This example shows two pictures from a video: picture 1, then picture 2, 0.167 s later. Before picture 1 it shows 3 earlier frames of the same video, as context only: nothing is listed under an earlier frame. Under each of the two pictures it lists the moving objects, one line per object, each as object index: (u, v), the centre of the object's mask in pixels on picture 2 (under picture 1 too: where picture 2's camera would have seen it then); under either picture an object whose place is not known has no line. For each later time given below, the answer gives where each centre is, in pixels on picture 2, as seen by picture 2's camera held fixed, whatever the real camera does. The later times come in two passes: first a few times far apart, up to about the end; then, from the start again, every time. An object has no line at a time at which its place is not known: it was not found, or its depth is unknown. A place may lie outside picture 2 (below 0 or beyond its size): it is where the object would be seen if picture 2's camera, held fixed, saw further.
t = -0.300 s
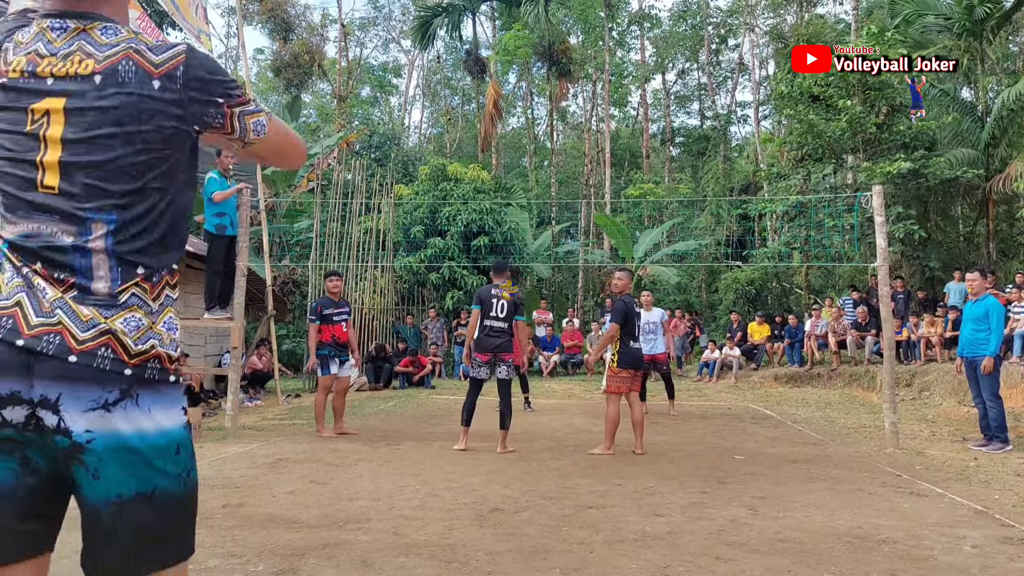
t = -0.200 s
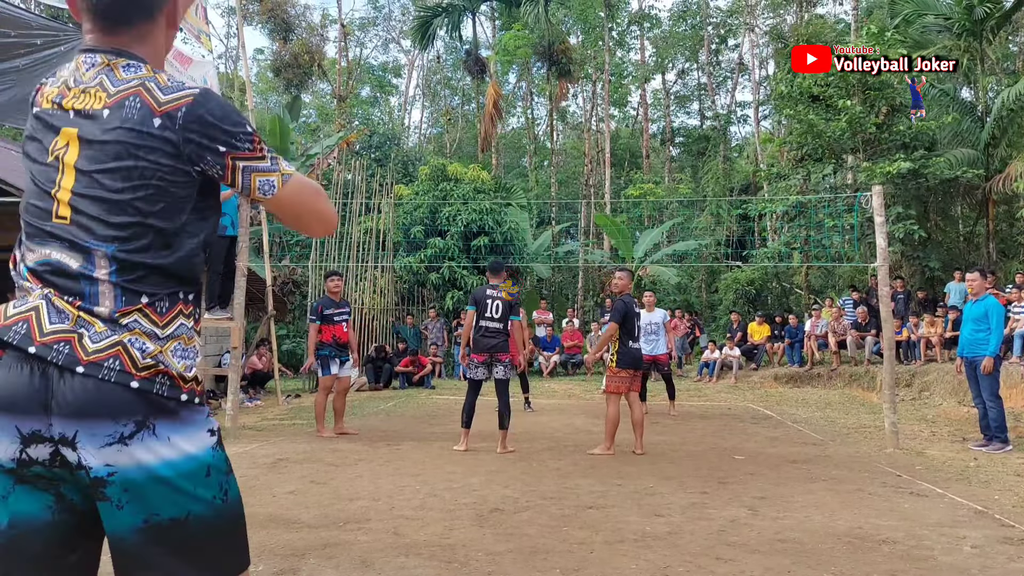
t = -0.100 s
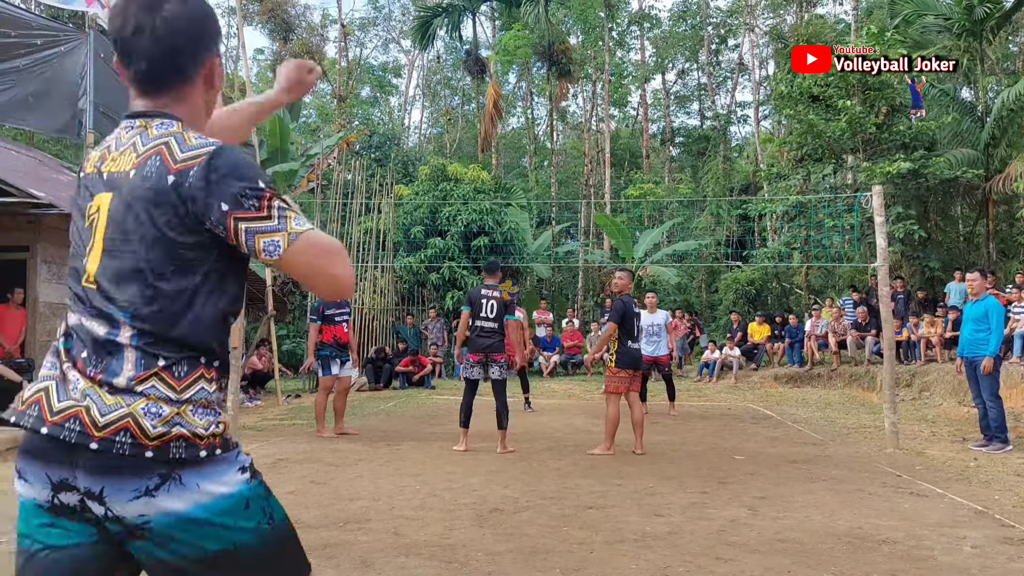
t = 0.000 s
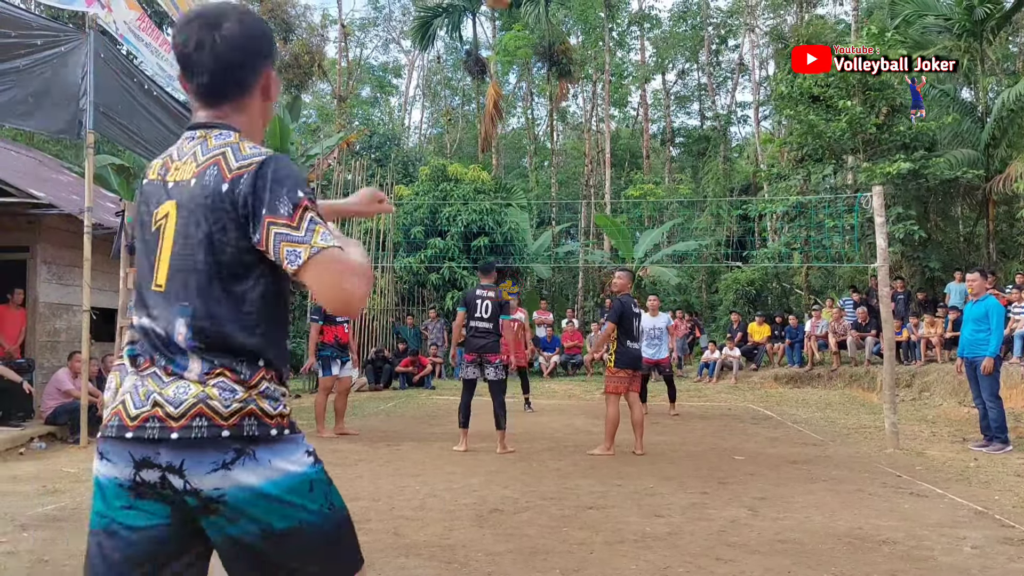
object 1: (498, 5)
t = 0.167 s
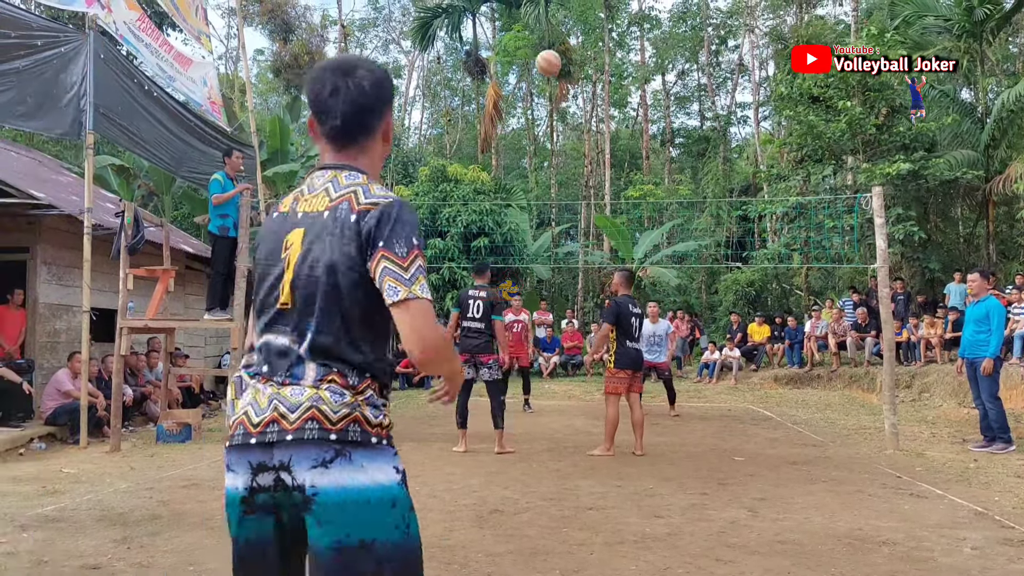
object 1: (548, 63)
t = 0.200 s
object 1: (555, 77)
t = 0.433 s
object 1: (588, 176)
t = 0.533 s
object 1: (597, 219)
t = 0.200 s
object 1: (555, 77)
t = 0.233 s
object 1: (561, 91)
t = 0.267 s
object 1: (566, 105)
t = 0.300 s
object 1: (571, 119)
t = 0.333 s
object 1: (576, 134)
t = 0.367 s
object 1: (580, 147)
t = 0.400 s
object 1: (584, 161)
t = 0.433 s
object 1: (588, 176)
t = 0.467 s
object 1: (590, 191)
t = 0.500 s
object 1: (593, 205)
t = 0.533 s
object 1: (597, 219)
